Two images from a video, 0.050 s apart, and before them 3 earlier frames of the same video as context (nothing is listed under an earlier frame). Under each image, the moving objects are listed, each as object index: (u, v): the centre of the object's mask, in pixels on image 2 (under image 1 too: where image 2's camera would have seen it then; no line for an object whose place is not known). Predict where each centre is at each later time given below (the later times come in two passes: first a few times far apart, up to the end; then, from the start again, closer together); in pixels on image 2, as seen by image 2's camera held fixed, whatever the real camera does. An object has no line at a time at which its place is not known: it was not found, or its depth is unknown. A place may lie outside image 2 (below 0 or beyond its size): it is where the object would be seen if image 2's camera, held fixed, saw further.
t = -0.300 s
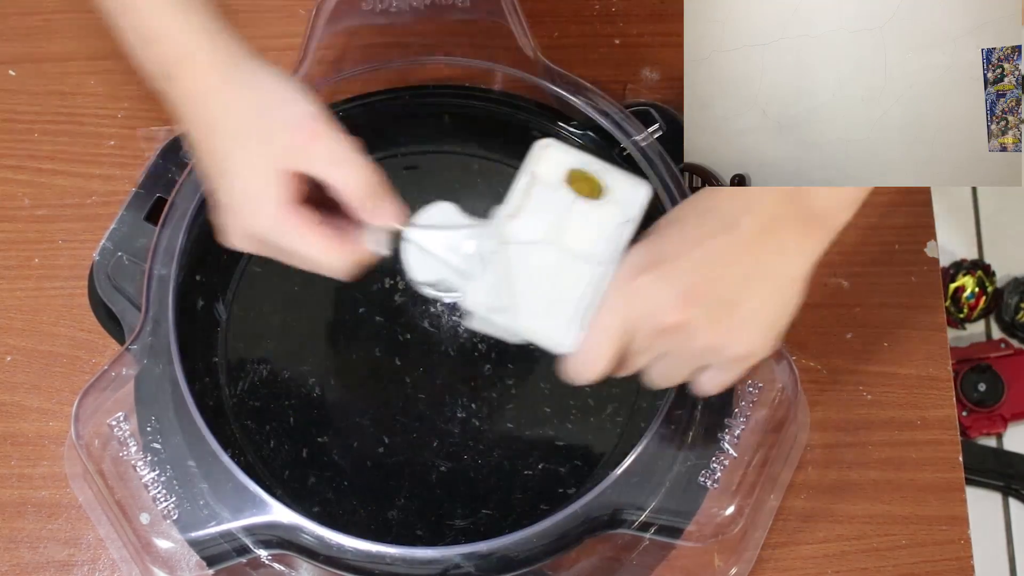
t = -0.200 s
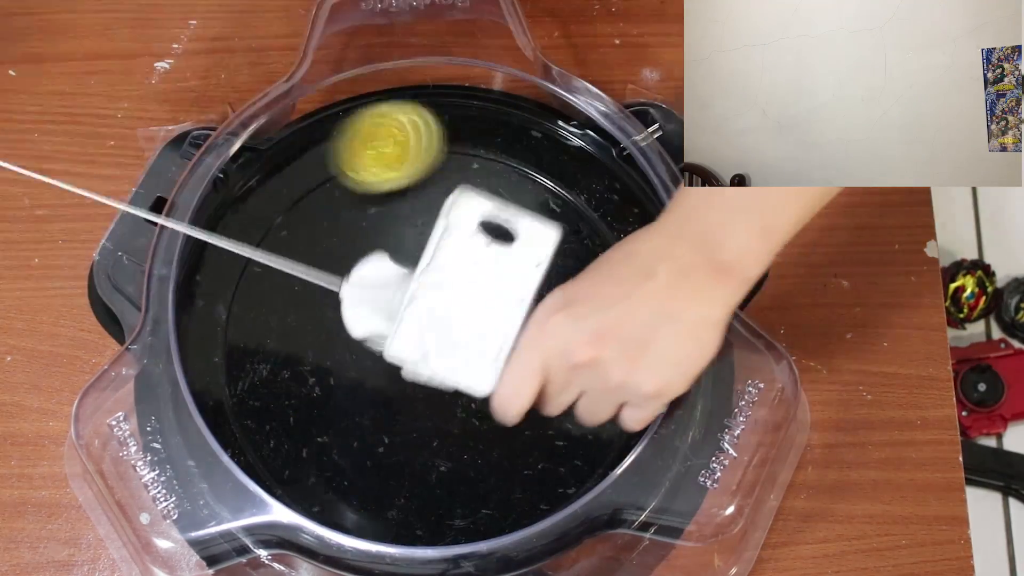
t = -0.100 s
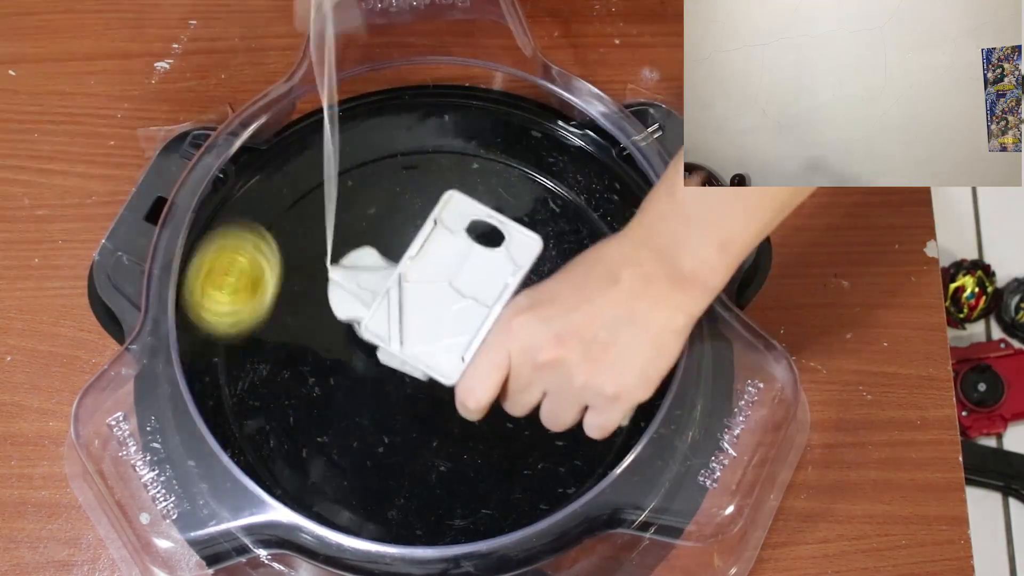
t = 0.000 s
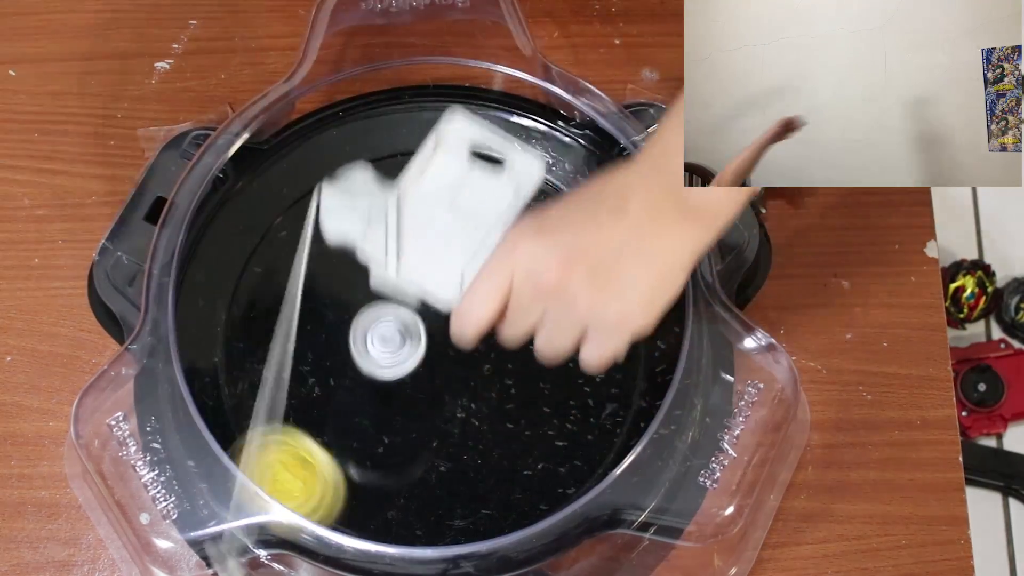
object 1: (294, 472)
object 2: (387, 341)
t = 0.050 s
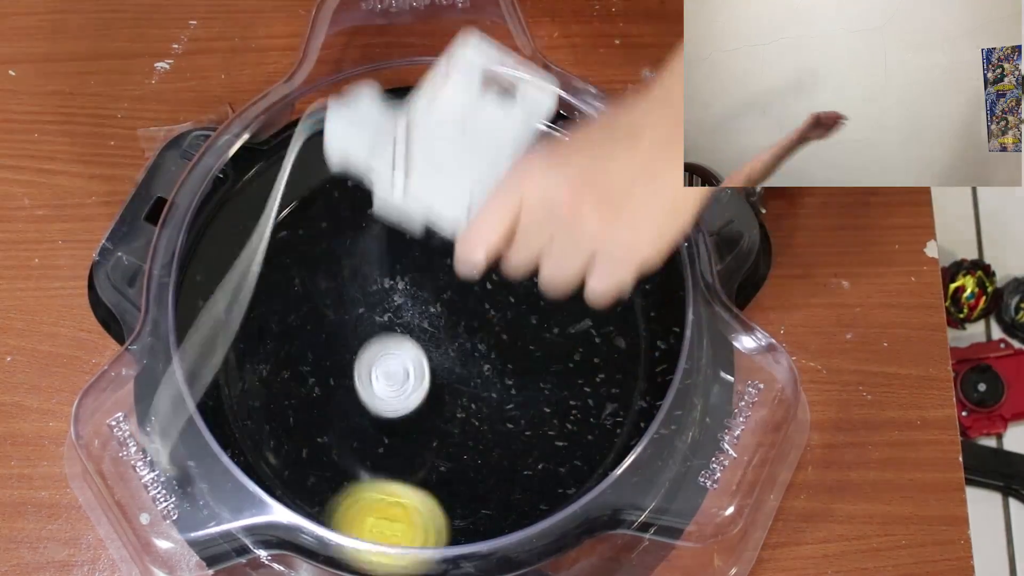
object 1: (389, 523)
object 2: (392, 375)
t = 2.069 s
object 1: (366, 250)
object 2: (657, 429)
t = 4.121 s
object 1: (502, 167)
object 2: (362, 445)
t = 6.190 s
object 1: (445, 389)
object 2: (511, 167)
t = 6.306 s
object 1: (465, 327)
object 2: (373, 177)
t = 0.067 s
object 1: (424, 527)
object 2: (394, 390)
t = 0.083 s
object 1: (460, 525)
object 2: (396, 405)
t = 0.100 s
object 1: (494, 517)
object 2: (411, 413)
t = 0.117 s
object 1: (527, 505)
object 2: (431, 418)
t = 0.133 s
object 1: (556, 486)
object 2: (452, 425)
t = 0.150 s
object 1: (575, 460)
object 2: (473, 432)
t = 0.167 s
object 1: (599, 439)
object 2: (495, 441)
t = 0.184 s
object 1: (612, 410)
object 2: (517, 451)
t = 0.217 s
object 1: (631, 353)
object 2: (561, 457)
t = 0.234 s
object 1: (632, 322)
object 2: (583, 441)
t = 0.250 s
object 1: (629, 294)
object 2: (604, 427)
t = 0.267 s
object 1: (619, 266)
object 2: (627, 414)
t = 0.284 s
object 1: (606, 240)
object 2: (649, 402)
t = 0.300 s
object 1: (590, 218)
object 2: (670, 391)
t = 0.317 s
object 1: (570, 197)
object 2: (687, 371)
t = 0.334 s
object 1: (546, 178)
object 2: (697, 346)
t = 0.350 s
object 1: (519, 164)
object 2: (686, 334)
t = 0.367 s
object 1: (488, 151)
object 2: (669, 327)
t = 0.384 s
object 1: (459, 145)
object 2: (649, 322)
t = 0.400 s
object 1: (427, 143)
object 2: (633, 318)
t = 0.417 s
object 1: (395, 146)
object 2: (613, 307)
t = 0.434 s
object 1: (364, 154)
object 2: (594, 294)
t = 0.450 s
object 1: (333, 166)
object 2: (573, 280)
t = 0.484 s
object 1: (279, 205)
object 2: (527, 247)
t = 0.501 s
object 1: (258, 230)
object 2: (498, 232)
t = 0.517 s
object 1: (241, 260)
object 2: (466, 220)
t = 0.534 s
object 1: (229, 292)
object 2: (433, 211)
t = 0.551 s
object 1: (224, 325)
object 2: (400, 206)
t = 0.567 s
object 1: (226, 359)
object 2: (365, 205)
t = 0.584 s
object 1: (235, 389)
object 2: (330, 206)
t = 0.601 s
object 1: (249, 420)
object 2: (295, 213)
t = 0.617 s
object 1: (268, 446)
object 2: (266, 230)
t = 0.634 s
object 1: (292, 470)
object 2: (252, 267)
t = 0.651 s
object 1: (320, 490)
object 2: (241, 310)
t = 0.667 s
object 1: (349, 503)
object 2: (231, 356)
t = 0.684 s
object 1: (381, 521)
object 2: (236, 401)
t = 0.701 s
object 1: (415, 526)
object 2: (257, 442)
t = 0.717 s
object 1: (450, 526)
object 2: (277, 475)
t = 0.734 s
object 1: (485, 522)
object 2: (300, 505)
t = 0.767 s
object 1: (543, 495)
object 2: (383, 522)
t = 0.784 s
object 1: (567, 476)
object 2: (420, 520)
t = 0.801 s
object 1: (589, 454)
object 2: (459, 511)
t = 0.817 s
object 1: (605, 429)
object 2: (498, 495)
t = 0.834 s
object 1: (617, 401)
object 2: (537, 475)
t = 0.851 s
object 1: (628, 373)
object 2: (568, 449)
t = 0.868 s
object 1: (634, 344)
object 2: (596, 422)
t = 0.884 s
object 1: (639, 310)
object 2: (606, 393)
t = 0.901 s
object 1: (641, 277)
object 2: (610, 364)
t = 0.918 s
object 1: (645, 244)
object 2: (613, 337)
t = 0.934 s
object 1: (633, 217)
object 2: (611, 306)
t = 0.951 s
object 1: (609, 198)
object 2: (605, 278)
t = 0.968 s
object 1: (583, 172)
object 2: (589, 257)
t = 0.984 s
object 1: (557, 144)
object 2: (570, 243)
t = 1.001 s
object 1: (523, 121)
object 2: (550, 230)
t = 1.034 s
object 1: (450, 90)
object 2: (503, 200)
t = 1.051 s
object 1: (417, 81)
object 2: (475, 185)
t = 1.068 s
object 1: (383, 83)
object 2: (445, 169)
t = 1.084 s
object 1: (348, 91)
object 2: (413, 156)
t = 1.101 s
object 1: (335, 112)
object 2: (386, 166)
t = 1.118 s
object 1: (338, 126)
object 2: (373, 205)
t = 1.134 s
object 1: (344, 145)
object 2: (360, 243)
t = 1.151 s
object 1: (349, 165)
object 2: (346, 279)
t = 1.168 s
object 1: (355, 187)
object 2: (333, 315)
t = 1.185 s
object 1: (362, 211)
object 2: (322, 350)
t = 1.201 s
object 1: (368, 232)
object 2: (317, 383)
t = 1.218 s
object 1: (374, 255)
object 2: (314, 415)
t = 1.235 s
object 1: (381, 279)
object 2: (316, 446)
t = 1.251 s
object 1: (387, 302)
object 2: (323, 475)
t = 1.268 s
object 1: (393, 326)
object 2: (335, 497)
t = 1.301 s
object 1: (403, 370)
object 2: (396, 515)
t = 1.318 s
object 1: (409, 389)
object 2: (432, 515)
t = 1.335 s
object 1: (416, 407)
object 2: (470, 514)
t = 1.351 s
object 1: (424, 423)
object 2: (509, 504)
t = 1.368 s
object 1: (433, 438)
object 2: (545, 492)
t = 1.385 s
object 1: (442, 452)
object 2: (578, 474)
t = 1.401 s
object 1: (451, 463)
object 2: (604, 444)
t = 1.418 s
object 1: (460, 472)
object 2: (629, 415)
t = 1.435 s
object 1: (470, 480)
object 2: (651, 384)
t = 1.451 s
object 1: (481, 486)
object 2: (666, 350)
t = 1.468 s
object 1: (491, 489)
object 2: (677, 319)
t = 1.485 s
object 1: (501, 490)
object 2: (674, 286)
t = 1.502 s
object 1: (512, 489)
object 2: (656, 256)
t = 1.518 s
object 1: (522, 487)
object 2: (636, 228)
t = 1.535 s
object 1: (535, 488)
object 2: (614, 201)
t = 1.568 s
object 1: (556, 479)
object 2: (565, 155)
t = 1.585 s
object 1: (566, 473)
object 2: (529, 134)
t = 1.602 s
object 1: (575, 466)
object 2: (497, 119)
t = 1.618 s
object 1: (583, 458)
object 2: (462, 105)
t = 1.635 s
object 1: (591, 448)
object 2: (428, 97)
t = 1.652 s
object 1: (597, 437)
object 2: (391, 100)
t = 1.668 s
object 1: (603, 424)
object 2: (351, 109)
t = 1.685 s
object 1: (607, 412)
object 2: (316, 127)
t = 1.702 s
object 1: (612, 400)
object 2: (298, 156)
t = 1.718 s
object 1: (616, 386)
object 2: (281, 187)
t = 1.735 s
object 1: (617, 373)
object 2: (263, 219)
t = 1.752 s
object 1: (616, 359)
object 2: (246, 254)
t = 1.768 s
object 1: (614, 345)
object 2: (233, 291)
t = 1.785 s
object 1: (609, 330)
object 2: (224, 331)
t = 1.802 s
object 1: (603, 315)
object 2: (222, 371)
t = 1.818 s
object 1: (595, 303)
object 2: (224, 412)
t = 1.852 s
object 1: (575, 279)
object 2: (241, 490)
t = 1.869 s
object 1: (562, 268)
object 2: (259, 521)
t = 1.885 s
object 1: (549, 259)
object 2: (302, 540)
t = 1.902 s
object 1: (534, 251)
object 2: (336, 538)
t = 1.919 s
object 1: (519, 245)
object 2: (373, 539)
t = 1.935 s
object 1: (501, 240)
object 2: (411, 538)
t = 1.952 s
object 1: (483, 236)
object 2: (446, 533)
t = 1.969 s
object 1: (466, 235)
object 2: (481, 526)
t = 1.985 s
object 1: (448, 234)
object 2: (516, 521)
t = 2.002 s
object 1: (430, 235)
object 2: (550, 508)
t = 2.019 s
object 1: (414, 237)
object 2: (580, 493)
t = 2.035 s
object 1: (397, 241)
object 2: (609, 475)
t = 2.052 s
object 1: (381, 245)
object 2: (634, 453)
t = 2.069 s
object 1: (366, 250)
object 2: (657, 429)
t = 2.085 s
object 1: (352, 257)
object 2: (676, 403)
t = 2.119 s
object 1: (325, 273)
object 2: (685, 337)
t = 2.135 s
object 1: (313, 283)
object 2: (677, 304)
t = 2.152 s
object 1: (302, 293)
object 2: (662, 274)
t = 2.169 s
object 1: (293, 304)
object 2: (646, 245)
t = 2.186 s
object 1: (284, 317)
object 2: (629, 218)
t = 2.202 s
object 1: (276, 330)
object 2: (610, 195)
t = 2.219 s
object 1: (271, 343)
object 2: (590, 175)
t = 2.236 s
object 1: (266, 357)
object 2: (563, 153)
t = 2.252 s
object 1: (263, 371)
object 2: (537, 136)
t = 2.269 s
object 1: (261, 385)
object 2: (508, 122)
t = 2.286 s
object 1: (261, 399)
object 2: (479, 112)
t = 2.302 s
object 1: (262, 413)
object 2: (447, 104)
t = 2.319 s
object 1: (265, 426)
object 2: (416, 100)
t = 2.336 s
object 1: (270, 438)
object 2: (380, 102)
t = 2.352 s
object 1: (277, 449)
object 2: (348, 114)
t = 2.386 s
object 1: (294, 469)
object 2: (285, 159)
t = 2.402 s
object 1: (307, 478)
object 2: (264, 188)
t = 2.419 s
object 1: (321, 486)
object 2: (244, 220)
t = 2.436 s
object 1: (336, 493)
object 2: (227, 252)
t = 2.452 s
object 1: (351, 498)
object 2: (214, 286)
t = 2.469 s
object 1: (368, 503)
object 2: (206, 321)
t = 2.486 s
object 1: (385, 506)
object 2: (200, 357)
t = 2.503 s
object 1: (403, 508)
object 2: (200, 393)
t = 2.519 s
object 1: (420, 508)
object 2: (205, 432)
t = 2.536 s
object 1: (436, 506)
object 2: (214, 466)
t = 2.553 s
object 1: (452, 502)
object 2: (231, 500)
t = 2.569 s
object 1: (469, 496)
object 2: (259, 520)
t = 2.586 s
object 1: (484, 487)
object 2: (302, 541)
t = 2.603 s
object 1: (498, 476)
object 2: (337, 543)
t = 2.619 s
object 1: (509, 464)
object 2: (369, 544)
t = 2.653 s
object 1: (530, 439)
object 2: (440, 543)
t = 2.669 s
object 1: (538, 424)
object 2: (472, 539)
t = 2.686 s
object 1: (545, 410)
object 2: (505, 532)
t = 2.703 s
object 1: (550, 394)
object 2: (535, 520)
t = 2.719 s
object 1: (553, 378)
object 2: (564, 505)
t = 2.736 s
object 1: (555, 363)
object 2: (592, 487)
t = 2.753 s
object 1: (555, 347)
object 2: (616, 466)
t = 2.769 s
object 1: (554, 332)
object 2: (637, 441)
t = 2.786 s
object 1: (552, 317)
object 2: (656, 416)
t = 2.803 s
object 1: (548, 303)
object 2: (670, 389)
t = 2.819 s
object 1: (543, 289)
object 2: (681, 360)
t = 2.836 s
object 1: (537, 276)
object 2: (686, 332)
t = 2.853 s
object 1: (530, 263)
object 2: (676, 308)
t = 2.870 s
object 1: (521, 251)
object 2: (661, 286)
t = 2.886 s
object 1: (511, 239)
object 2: (643, 262)
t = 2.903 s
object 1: (500, 228)
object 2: (627, 239)
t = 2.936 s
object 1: (476, 209)
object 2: (586, 195)
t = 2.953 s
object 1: (464, 201)
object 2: (561, 176)
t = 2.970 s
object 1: (451, 196)
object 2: (535, 159)
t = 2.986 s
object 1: (435, 191)
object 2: (509, 144)
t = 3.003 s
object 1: (415, 189)
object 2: (488, 128)
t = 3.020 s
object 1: (396, 188)
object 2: (468, 116)
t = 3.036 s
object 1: (378, 188)
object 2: (445, 106)
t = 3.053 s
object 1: (360, 189)
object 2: (422, 99)
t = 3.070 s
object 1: (344, 191)
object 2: (394, 100)
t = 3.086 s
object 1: (329, 194)
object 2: (366, 110)
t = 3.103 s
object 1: (314, 201)
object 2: (341, 117)
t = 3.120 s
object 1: (298, 213)
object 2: (324, 119)
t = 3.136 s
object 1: (282, 226)
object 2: (318, 129)
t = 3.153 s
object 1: (268, 239)
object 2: (316, 142)
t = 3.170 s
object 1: (255, 252)
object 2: (310, 156)
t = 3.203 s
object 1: (237, 280)
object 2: (298, 185)
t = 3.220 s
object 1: (234, 298)
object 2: (290, 200)
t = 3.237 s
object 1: (232, 317)
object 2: (283, 215)
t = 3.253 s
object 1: (232, 337)
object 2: (276, 233)
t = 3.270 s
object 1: (233, 357)
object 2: (270, 253)
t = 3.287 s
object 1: (235, 377)
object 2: (265, 275)
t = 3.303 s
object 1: (241, 396)
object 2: (263, 300)
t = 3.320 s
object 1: (249, 415)
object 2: (264, 325)
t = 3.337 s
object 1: (261, 432)
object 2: (271, 349)
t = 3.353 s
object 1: (272, 448)
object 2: (281, 372)
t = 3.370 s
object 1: (283, 462)
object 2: (300, 391)
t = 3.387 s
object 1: (296, 477)
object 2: (323, 400)
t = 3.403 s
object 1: (304, 507)
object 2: (346, 409)
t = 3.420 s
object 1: (317, 524)
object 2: (371, 419)
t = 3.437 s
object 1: (335, 533)
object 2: (397, 428)
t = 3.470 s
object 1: (379, 531)
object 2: (453, 437)
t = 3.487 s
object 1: (399, 529)
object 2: (480, 437)
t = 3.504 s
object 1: (420, 526)
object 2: (508, 433)
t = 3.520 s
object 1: (440, 513)
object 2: (535, 427)
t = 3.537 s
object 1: (459, 508)
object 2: (558, 417)
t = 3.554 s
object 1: (477, 502)
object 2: (580, 404)
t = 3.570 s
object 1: (495, 494)
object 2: (601, 388)
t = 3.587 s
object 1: (510, 485)
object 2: (621, 369)
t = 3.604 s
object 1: (525, 475)
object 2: (635, 347)
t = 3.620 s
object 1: (538, 463)
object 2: (633, 322)
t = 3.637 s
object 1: (550, 453)
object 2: (627, 298)
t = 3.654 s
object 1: (560, 441)
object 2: (621, 275)
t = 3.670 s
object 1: (569, 430)
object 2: (614, 252)
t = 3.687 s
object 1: (577, 418)
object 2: (602, 229)
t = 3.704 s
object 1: (583, 408)
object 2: (589, 207)
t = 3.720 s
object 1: (590, 396)
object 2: (576, 186)
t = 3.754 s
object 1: (600, 373)
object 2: (547, 150)
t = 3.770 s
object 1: (604, 361)
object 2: (533, 136)
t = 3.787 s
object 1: (608, 349)
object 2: (518, 125)
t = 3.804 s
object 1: (611, 337)
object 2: (501, 119)
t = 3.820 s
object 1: (613, 325)
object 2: (484, 114)
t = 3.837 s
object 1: (615, 313)
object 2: (467, 113)
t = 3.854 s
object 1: (616, 300)
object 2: (449, 115)
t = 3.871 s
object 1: (616, 288)
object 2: (430, 121)
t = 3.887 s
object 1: (616, 277)
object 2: (412, 129)
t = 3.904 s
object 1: (616, 265)
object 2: (393, 141)
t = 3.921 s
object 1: (614, 255)
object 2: (375, 156)
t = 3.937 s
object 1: (609, 244)
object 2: (357, 172)
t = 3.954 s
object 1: (604, 235)
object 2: (341, 192)
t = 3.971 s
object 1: (597, 226)
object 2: (328, 215)
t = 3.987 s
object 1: (588, 218)
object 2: (318, 239)
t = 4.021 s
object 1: (568, 202)
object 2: (306, 293)
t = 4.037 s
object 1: (559, 195)
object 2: (306, 320)
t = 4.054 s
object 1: (548, 189)
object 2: (309, 347)
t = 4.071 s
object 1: (538, 183)
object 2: (317, 373)
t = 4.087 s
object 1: (526, 176)
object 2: (329, 399)
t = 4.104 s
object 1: (515, 171)
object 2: (343, 423)
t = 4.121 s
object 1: (502, 167)
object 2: (362, 445)
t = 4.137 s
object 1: (490, 165)
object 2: (382, 464)
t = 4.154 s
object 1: (478, 164)
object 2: (406, 480)
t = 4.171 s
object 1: (466, 165)
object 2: (432, 492)
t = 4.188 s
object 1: (453, 166)
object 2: (458, 501)
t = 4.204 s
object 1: (441, 169)
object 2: (486, 504)
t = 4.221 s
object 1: (428, 174)
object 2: (516, 506)
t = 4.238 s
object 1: (416, 179)
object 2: (543, 501)
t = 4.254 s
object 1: (405, 186)
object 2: (563, 483)
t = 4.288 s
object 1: (385, 202)
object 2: (594, 446)
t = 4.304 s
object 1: (376, 211)
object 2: (610, 426)
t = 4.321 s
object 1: (368, 221)
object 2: (624, 404)
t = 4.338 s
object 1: (360, 232)
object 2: (636, 382)
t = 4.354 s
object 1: (354, 243)
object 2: (649, 361)
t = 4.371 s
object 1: (348, 254)
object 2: (661, 342)
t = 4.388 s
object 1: (344, 266)
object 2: (671, 323)
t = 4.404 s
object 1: (341, 278)
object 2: (677, 304)
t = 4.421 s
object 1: (338, 290)
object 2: (670, 285)
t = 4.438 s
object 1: (337, 301)
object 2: (658, 269)
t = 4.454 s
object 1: (336, 313)
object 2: (644, 255)
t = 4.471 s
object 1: (336, 324)
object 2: (629, 241)
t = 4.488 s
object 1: (337, 336)
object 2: (611, 228)
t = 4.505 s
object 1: (339, 346)
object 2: (592, 218)
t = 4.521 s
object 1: (342, 356)
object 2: (572, 210)
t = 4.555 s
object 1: (350, 375)
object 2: (526, 200)
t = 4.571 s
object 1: (356, 385)
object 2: (501, 199)
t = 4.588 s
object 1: (361, 395)
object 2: (475, 200)
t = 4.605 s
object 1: (368, 404)
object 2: (449, 204)
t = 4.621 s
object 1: (375, 414)
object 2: (423, 211)
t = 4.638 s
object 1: (383, 424)
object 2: (399, 221)
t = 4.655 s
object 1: (390, 432)
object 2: (377, 234)
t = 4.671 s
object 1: (398, 440)
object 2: (355, 250)
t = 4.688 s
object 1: (405, 446)
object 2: (335, 269)
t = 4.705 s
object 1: (414, 451)
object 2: (318, 289)
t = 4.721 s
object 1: (422, 455)
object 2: (303, 312)
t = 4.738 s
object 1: (430, 458)
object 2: (291, 336)
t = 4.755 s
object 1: (439, 461)
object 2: (283, 362)
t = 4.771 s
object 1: (447, 463)
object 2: (280, 388)
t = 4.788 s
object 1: (456, 463)
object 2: (279, 415)
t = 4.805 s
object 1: (464, 464)
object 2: (283, 441)
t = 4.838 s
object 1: (481, 462)
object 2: (302, 483)
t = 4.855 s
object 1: (490, 461)
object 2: (324, 497)
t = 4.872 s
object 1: (498, 459)
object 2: (347, 505)
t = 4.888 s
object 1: (507, 456)
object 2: (372, 512)
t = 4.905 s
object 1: (515, 452)
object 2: (396, 518)
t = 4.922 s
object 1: (523, 447)
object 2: (420, 531)
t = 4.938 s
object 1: (531, 441)
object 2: (446, 534)
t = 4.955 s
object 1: (539, 434)
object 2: (473, 534)
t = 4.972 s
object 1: (546, 425)
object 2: (497, 534)
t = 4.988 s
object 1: (551, 418)
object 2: (520, 532)
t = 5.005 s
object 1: (555, 408)
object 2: (540, 527)
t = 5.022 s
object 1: (559, 400)
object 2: (560, 520)
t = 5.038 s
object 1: (560, 390)
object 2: (579, 511)
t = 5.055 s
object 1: (561, 380)
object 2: (595, 499)
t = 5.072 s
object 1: (561, 370)
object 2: (609, 486)
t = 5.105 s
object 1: (557, 351)
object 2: (628, 452)
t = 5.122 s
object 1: (554, 341)
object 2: (634, 434)
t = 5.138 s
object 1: (549, 332)
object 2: (636, 414)
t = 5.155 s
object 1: (543, 323)
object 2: (635, 394)
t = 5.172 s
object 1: (537, 315)
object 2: (632, 374)
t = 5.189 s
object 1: (529, 308)
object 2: (629, 356)
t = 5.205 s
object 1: (521, 301)
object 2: (621, 337)
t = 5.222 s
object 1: (512, 295)
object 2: (610, 318)
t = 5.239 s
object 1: (504, 290)
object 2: (598, 300)
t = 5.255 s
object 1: (493, 285)
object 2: (583, 283)
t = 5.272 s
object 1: (482, 280)
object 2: (568, 269)
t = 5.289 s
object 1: (464, 276)
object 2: (556, 256)
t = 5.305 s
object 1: (443, 274)
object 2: (544, 244)
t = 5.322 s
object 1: (424, 272)
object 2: (533, 235)
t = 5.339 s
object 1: (405, 271)
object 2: (519, 226)
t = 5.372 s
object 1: (373, 269)
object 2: (481, 215)
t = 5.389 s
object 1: (358, 270)
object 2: (459, 213)
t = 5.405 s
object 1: (345, 270)
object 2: (437, 213)
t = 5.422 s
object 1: (333, 273)
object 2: (414, 216)
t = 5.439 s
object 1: (322, 275)
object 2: (392, 221)
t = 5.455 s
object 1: (305, 282)
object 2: (377, 225)
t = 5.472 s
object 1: (282, 293)
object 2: (376, 221)
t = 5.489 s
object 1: (260, 304)
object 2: (376, 219)
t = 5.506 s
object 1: (239, 316)
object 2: (374, 220)
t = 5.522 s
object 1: (224, 325)
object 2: (371, 223)
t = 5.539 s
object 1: (210, 336)
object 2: (368, 228)
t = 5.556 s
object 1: (197, 349)
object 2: (362, 233)
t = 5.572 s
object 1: (191, 363)
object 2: (355, 241)
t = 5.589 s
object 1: (191, 378)
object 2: (348, 251)
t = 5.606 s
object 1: (190, 393)
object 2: (341, 262)
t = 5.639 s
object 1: (195, 419)
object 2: (328, 290)
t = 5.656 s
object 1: (198, 431)
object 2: (324, 306)
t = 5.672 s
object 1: (202, 442)
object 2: (322, 323)
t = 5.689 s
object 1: (207, 451)
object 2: (323, 341)
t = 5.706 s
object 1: (213, 459)
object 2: (327, 359)
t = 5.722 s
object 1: (220, 467)
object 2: (333, 376)
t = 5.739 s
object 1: (226, 472)
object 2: (343, 392)
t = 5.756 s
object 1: (231, 476)
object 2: (355, 406)
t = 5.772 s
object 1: (238, 479)
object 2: (369, 419)
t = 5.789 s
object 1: (245, 485)
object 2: (385, 430)
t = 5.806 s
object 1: (252, 490)
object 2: (403, 439)
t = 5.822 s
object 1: (258, 493)
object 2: (423, 445)
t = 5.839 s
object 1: (267, 496)
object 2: (443, 448)
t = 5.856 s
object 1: (274, 498)
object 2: (464, 448)
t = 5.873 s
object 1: (280, 500)
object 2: (484, 446)
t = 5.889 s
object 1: (294, 499)
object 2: (505, 441)
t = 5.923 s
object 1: (312, 490)
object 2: (541, 423)
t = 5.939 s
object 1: (319, 490)
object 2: (557, 411)
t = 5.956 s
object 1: (326, 489)
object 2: (572, 396)
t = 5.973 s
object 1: (334, 488)
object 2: (583, 380)
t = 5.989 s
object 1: (344, 487)
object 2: (592, 362)
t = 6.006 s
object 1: (356, 483)
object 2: (599, 344)
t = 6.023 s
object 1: (367, 478)
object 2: (603, 324)
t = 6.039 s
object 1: (379, 470)
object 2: (605, 304)
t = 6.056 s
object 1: (388, 464)
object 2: (604, 283)
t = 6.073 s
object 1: (399, 456)
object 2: (601, 264)
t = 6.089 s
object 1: (408, 446)
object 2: (594, 245)
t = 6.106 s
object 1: (417, 438)
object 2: (586, 228)
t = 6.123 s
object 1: (424, 428)
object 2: (574, 214)
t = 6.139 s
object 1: (430, 418)
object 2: (561, 200)
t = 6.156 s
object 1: (436, 409)
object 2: (546, 188)
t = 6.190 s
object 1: (445, 389)
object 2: (511, 167)
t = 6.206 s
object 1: (449, 380)
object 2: (492, 162)
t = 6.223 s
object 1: (453, 371)
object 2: (472, 158)
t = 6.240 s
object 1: (455, 362)
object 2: (453, 157)
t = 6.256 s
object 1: (458, 353)
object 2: (432, 158)
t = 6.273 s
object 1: (460, 344)
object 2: (412, 162)
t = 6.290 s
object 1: (462, 336)
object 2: (393, 168)
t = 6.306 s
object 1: (465, 327)
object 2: (373, 177)
